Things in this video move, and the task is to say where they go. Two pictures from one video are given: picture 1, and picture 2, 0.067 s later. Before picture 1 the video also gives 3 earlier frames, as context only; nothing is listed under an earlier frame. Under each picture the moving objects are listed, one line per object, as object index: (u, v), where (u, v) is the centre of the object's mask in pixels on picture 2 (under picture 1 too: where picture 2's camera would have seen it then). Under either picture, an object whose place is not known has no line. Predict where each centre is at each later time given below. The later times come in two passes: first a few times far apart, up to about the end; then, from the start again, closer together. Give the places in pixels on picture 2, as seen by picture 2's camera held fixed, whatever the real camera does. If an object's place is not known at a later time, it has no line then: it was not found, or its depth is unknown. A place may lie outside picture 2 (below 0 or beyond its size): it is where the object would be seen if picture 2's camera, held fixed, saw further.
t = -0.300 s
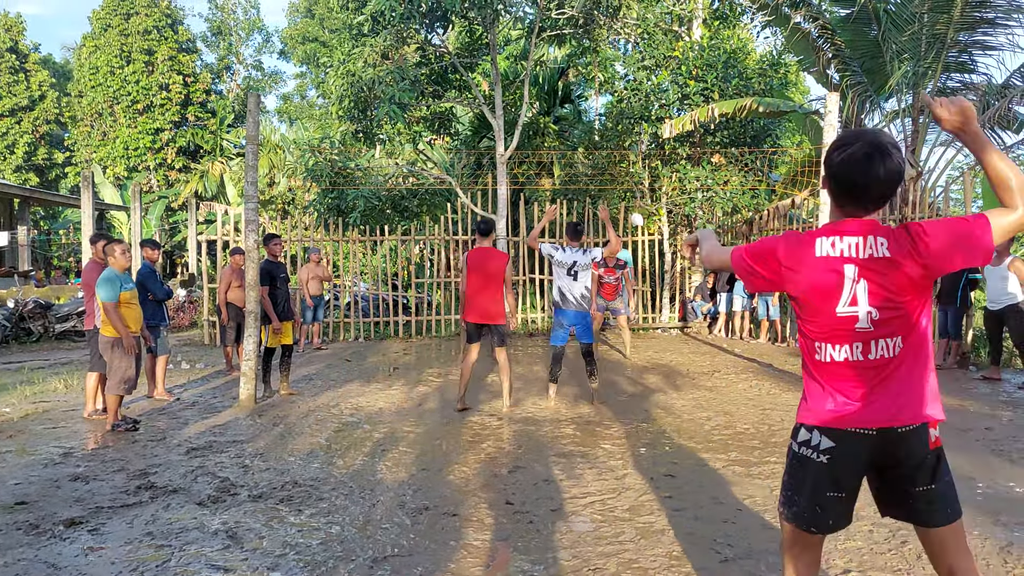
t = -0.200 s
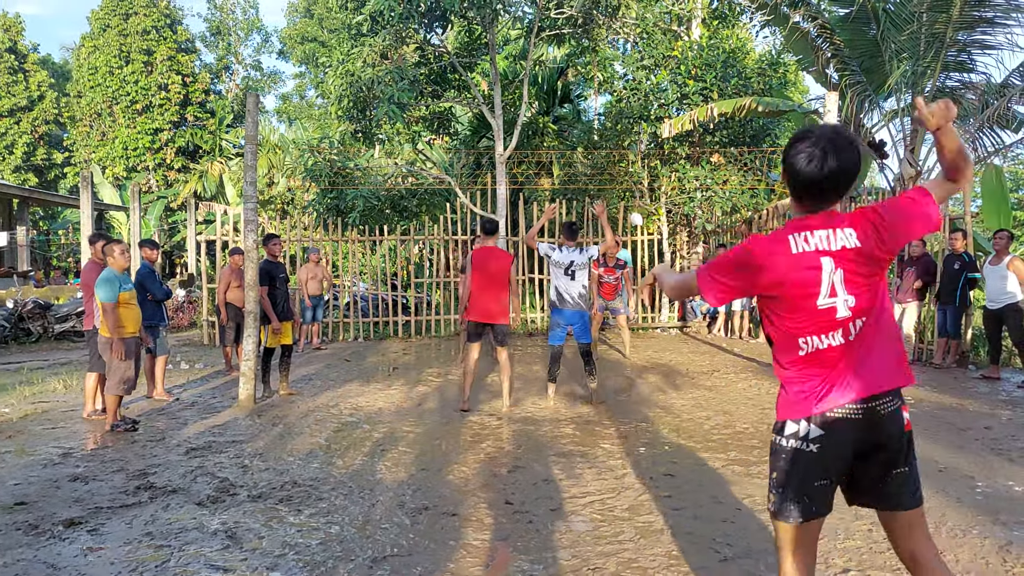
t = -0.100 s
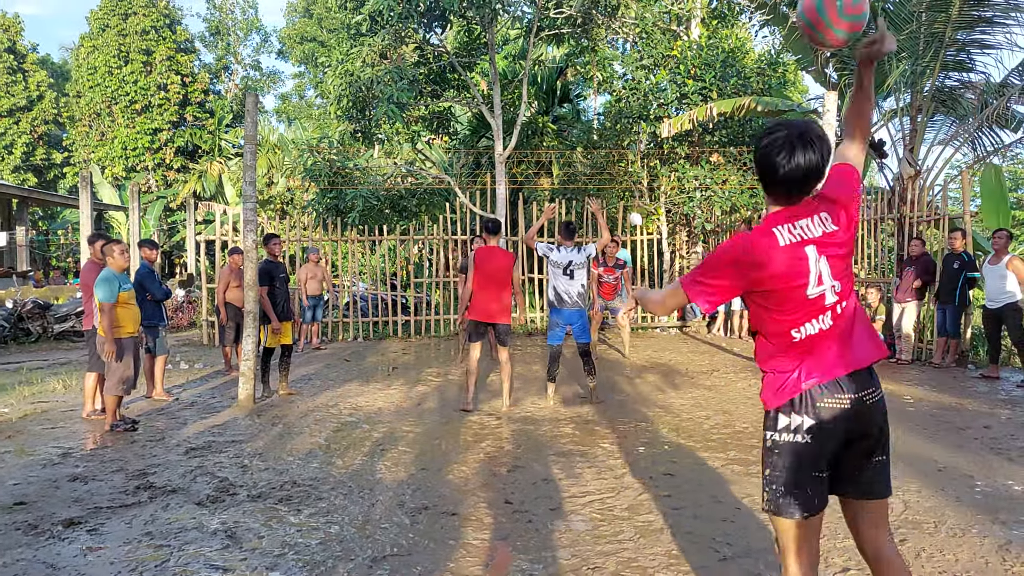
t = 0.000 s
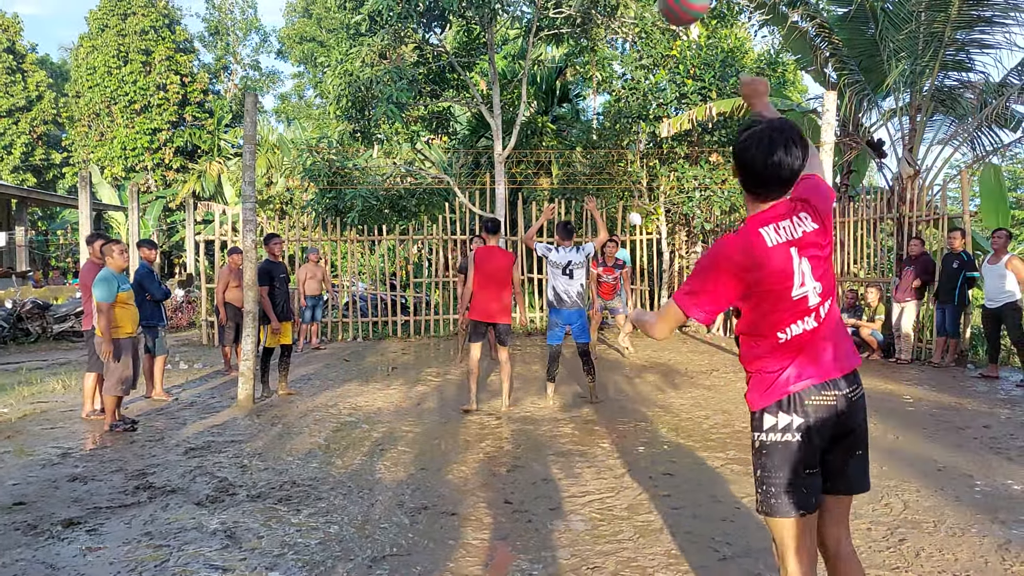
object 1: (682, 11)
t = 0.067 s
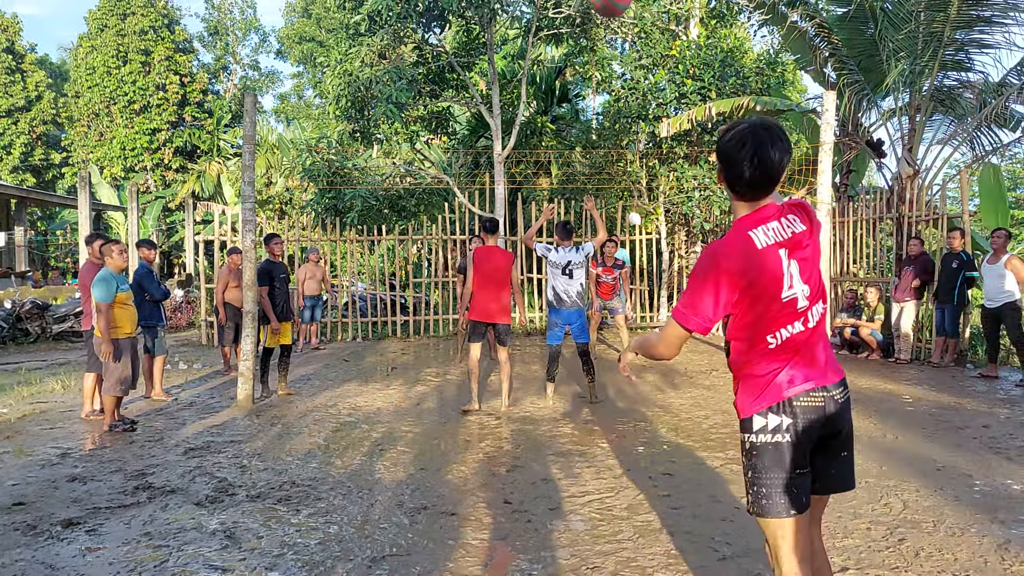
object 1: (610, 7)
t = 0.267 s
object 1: (486, 13)
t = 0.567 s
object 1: (397, 86)
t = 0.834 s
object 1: (354, 177)
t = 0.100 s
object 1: (582, 7)
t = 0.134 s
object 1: (560, 7)
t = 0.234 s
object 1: (502, 11)
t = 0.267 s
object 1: (486, 13)
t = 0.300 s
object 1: (472, 19)
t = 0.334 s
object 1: (459, 26)
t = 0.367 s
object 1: (448, 33)
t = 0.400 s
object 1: (438, 40)
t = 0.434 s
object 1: (428, 49)
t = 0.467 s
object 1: (419, 57)
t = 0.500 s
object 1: (412, 67)
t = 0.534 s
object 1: (404, 76)
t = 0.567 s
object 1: (397, 86)
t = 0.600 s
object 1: (391, 97)
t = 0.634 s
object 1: (385, 108)
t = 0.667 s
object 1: (378, 119)
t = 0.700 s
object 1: (373, 130)
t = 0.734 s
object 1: (368, 141)
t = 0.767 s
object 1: (364, 153)
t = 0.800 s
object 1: (359, 165)
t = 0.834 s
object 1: (354, 177)
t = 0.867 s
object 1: (350, 189)
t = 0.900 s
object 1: (346, 201)
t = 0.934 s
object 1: (342, 214)
